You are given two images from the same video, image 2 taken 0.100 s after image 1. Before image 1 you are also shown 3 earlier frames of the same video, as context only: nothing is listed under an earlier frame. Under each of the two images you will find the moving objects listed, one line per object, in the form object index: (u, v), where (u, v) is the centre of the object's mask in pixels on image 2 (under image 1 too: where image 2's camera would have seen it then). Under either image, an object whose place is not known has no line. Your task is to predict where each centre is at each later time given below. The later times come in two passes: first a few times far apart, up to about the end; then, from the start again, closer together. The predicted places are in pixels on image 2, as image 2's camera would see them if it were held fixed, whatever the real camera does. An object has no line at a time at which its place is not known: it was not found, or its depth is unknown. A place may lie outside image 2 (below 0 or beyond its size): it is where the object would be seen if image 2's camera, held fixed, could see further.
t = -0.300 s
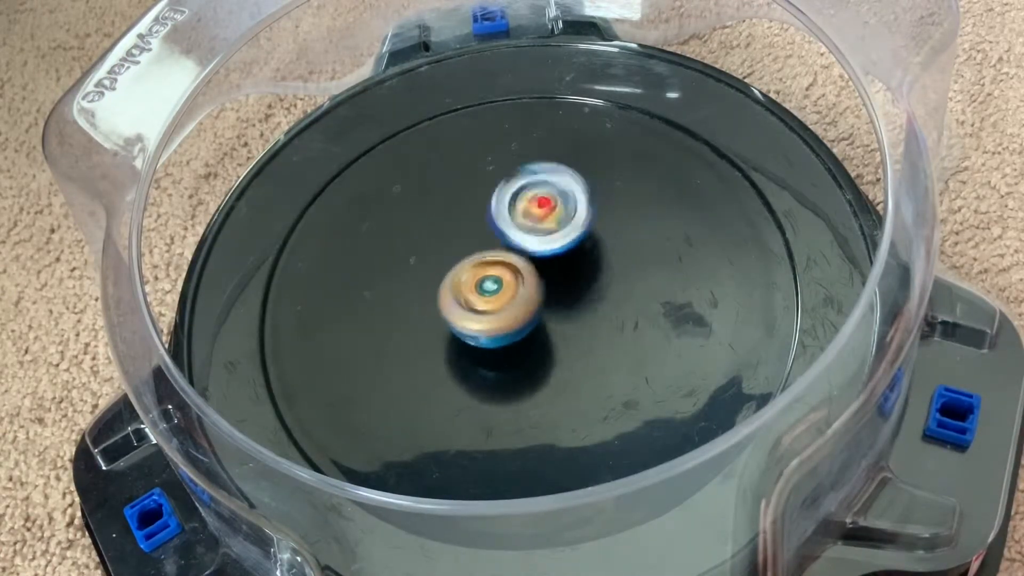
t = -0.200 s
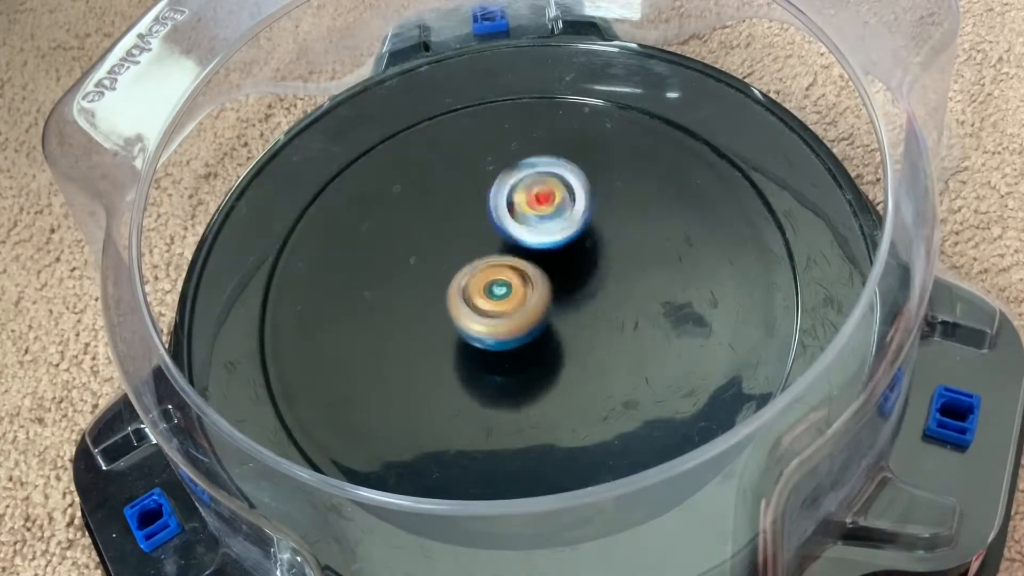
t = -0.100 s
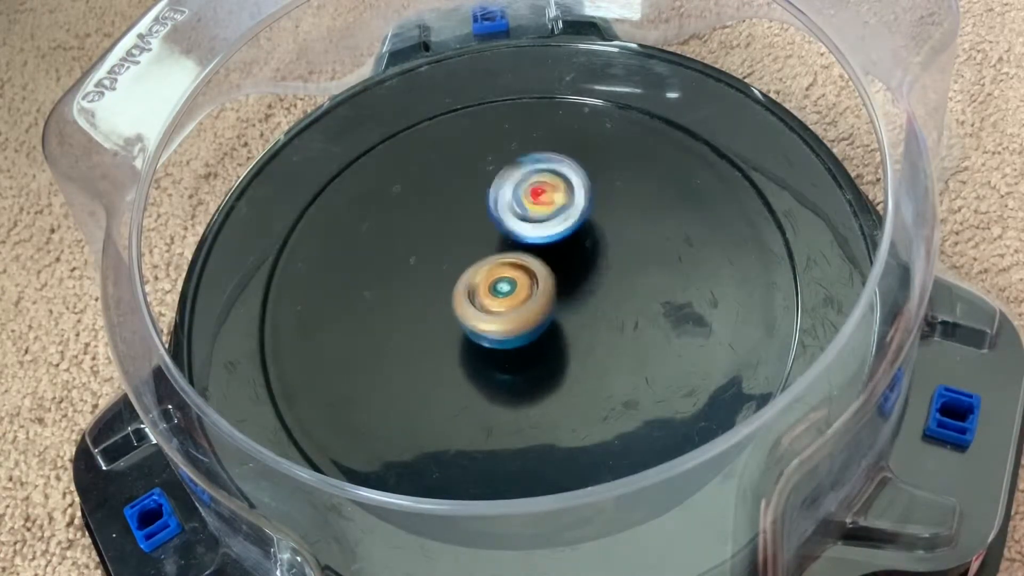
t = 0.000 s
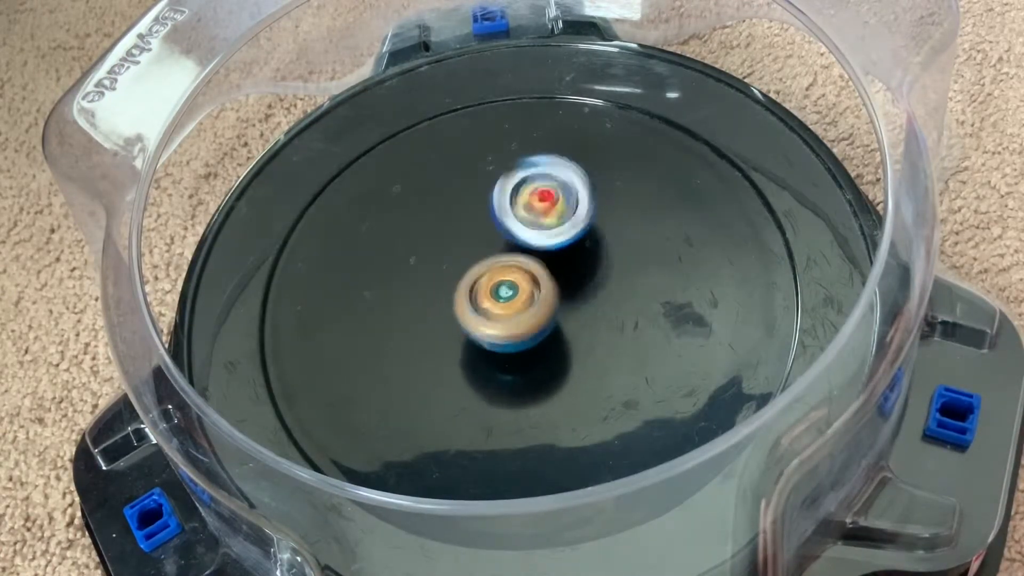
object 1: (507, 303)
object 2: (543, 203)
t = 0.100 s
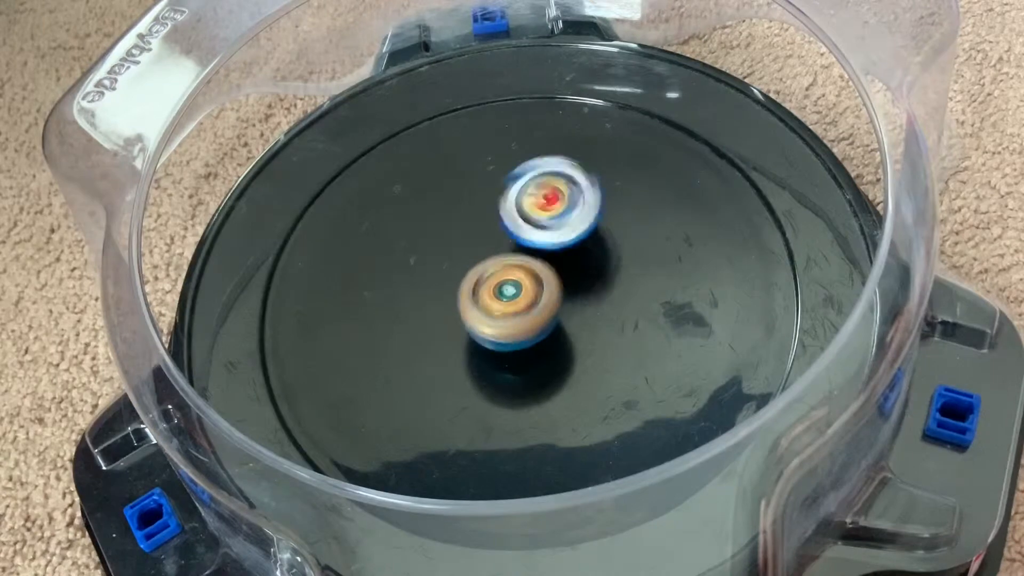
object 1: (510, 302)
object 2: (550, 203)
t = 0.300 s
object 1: (507, 316)
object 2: (568, 199)
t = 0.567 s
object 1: (514, 321)
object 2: (565, 228)
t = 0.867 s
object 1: (513, 330)
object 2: (550, 228)
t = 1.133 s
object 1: (513, 325)
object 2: (528, 223)
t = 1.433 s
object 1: (508, 336)
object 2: (535, 216)
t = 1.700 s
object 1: (503, 332)
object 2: (516, 241)
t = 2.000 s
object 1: (499, 336)
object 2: (526, 196)
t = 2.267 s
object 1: (489, 329)
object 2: (564, 240)
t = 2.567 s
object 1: (414, 364)
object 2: (571, 268)
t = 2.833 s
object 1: (477, 329)
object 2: (549, 259)
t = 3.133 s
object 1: (511, 320)
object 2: (608, 229)
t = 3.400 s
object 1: (511, 308)
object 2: (609, 257)
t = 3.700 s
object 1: (490, 311)
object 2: (591, 274)
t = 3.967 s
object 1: (488, 310)
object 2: (586, 281)
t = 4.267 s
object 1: (489, 310)
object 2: (584, 278)
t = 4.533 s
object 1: (489, 310)
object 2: (585, 279)
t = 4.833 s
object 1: (490, 310)
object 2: (584, 278)
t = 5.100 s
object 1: (490, 310)
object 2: (584, 278)
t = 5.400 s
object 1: (489, 310)
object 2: (584, 278)
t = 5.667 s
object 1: (489, 310)
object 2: (584, 278)
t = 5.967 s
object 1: (489, 310)
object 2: (584, 278)
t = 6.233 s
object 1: (489, 310)
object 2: (584, 278)
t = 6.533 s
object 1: (489, 310)
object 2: (584, 278)
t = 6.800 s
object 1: (489, 310)
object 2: (584, 278)
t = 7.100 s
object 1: (489, 310)
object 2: (584, 278)
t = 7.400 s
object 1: (490, 310)
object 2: (584, 278)
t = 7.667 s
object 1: (490, 310)
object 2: (584, 278)
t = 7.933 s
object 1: (490, 310)
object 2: (584, 278)
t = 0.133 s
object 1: (510, 301)
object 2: (552, 204)
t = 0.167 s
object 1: (511, 300)
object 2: (554, 208)
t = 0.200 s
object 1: (508, 307)
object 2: (561, 203)
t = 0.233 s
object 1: (507, 313)
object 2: (564, 203)
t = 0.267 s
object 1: (508, 316)
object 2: (564, 201)
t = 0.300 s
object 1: (507, 316)
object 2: (568, 199)
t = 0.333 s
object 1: (508, 318)
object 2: (571, 200)
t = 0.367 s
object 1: (507, 319)
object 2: (571, 201)
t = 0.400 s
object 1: (509, 320)
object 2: (573, 204)
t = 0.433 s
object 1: (510, 320)
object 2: (572, 210)
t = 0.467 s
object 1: (512, 320)
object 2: (571, 216)
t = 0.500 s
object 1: (513, 320)
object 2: (568, 221)
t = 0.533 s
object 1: (514, 319)
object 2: (566, 227)
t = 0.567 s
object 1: (514, 321)
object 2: (565, 228)
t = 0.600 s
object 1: (513, 324)
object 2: (566, 229)
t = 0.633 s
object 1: (515, 325)
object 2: (564, 232)
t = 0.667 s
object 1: (514, 326)
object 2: (563, 232)
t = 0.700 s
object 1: (513, 329)
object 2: (564, 231)
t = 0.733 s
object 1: (513, 330)
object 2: (562, 230)
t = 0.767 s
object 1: (513, 330)
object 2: (559, 227)
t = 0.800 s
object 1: (512, 330)
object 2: (557, 224)
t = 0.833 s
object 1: (512, 330)
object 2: (555, 228)
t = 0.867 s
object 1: (513, 330)
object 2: (550, 228)
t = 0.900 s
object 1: (513, 328)
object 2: (547, 231)
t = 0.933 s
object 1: (514, 329)
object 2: (543, 231)
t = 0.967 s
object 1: (514, 329)
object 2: (543, 230)
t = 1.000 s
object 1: (515, 329)
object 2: (541, 230)
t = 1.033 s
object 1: (515, 328)
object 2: (537, 226)
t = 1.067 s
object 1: (514, 327)
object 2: (537, 224)
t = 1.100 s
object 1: (514, 326)
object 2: (531, 223)
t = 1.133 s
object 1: (513, 325)
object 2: (528, 223)
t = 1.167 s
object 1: (512, 326)
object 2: (527, 224)
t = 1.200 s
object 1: (510, 333)
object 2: (532, 218)
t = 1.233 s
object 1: (510, 338)
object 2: (530, 213)
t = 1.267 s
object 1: (511, 339)
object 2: (530, 210)
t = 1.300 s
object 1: (510, 337)
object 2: (531, 208)
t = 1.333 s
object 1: (508, 337)
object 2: (533, 209)
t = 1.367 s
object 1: (507, 337)
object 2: (533, 211)
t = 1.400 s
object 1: (507, 336)
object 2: (534, 212)
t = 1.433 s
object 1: (508, 336)
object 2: (535, 216)
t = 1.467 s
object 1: (507, 334)
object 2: (533, 220)
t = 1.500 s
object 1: (506, 333)
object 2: (533, 223)
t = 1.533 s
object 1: (506, 332)
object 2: (532, 228)
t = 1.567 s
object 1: (505, 330)
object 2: (529, 234)
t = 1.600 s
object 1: (504, 328)
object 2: (527, 238)
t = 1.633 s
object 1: (503, 326)
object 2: (522, 241)
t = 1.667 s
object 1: (502, 330)
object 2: (519, 241)
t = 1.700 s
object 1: (503, 332)
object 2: (516, 241)
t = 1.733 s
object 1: (503, 331)
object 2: (514, 240)
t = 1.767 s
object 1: (502, 330)
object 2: (513, 239)
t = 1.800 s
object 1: (500, 332)
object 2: (512, 238)
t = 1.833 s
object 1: (497, 339)
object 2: (517, 229)
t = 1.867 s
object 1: (498, 343)
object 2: (516, 217)
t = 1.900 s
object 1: (501, 342)
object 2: (519, 208)
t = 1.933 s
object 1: (502, 340)
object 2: (519, 201)
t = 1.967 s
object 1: (501, 338)
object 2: (522, 195)
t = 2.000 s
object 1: (499, 336)
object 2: (526, 196)
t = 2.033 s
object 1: (499, 335)
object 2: (531, 195)
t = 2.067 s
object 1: (497, 336)
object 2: (535, 199)
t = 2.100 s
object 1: (496, 335)
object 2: (540, 199)
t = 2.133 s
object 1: (495, 334)
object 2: (546, 206)
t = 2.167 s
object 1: (494, 333)
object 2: (550, 210)
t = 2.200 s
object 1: (493, 331)
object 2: (556, 218)
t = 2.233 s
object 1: (491, 329)
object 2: (559, 228)
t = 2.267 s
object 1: (489, 329)
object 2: (564, 240)
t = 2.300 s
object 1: (489, 329)
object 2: (565, 255)
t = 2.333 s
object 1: (480, 334)
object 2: (570, 258)
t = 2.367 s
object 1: (463, 344)
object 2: (581, 256)
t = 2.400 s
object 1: (448, 350)
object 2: (587, 257)
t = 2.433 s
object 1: (432, 354)
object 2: (587, 261)
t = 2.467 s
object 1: (423, 358)
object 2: (584, 265)
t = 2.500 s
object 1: (416, 360)
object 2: (579, 266)
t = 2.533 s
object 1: (414, 362)
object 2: (575, 267)
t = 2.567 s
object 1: (414, 364)
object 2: (571, 268)
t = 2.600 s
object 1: (416, 361)
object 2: (566, 268)
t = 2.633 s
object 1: (418, 357)
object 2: (560, 268)
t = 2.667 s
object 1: (423, 354)
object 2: (556, 268)
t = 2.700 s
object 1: (430, 350)
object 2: (552, 266)
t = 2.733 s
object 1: (438, 347)
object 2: (548, 264)
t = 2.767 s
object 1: (448, 342)
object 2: (546, 262)
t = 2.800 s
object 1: (462, 335)
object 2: (546, 261)
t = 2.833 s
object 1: (477, 329)
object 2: (549, 259)
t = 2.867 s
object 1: (478, 332)
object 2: (560, 250)
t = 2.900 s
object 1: (481, 334)
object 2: (569, 240)
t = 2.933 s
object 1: (484, 335)
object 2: (577, 232)
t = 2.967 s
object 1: (487, 336)
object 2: (586, 226)
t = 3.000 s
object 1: (492, 335)
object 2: (592, 222)
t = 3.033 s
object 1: (498, 333)
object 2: (601, 221)
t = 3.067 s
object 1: (504, 330)
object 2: (605, 223)
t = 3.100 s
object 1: (509, 324)
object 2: (607, 226)
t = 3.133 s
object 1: (511, 320)
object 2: (608, 229)
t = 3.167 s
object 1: (514, 317)
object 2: (611, 235)
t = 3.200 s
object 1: (519, 314)
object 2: (610, 241)
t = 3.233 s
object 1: (522, 311)
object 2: (608, 248)
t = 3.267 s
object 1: (519, 310)
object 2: (607, 252)
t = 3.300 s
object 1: (513, 312)
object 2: (609, 252)
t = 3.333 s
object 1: (512, 310)
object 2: (610, 252)
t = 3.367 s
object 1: (511, 309)
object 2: (610, 253)
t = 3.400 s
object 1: (511, 308)
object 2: (609, 257)
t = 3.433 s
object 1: (513, 309)
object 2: (606, 262)
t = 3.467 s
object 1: (510, 309)
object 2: (602, 267)
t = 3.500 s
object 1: (506, 308)
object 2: (602, 268)
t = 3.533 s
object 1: (505, 307)
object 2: (600, 270)
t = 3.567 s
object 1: (502, 307)
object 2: (597, 268)
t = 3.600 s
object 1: (497, 306)
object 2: (595, 269)
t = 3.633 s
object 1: (496, 308)
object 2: (593, 271)
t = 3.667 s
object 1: (495, 309)
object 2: (594, 271)
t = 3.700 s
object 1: (490, 311)
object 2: (591, 274)
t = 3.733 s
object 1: (492, 312)
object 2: (587, 277)
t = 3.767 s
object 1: (489, 313)
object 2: (587, 280)
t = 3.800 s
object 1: (488, 313)
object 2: (586, 281)
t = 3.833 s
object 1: (488, 313)
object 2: (586, 281)
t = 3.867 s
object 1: (488, 313)
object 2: (586, 282)
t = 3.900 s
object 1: (488, 312)
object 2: (586, 282)
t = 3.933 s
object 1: (488, 311)
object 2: (586, 282)
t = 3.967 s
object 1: (488, 310)
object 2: (586, 281)
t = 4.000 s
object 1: (488, 309)
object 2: (585, 280)
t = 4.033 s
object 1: (488, 309)
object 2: (585, 279)
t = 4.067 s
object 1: (488, 309)
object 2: (584, 278)
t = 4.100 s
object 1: (488, 309)
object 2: (583, 278)
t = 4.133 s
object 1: (489, 310)
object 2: (583, 277)
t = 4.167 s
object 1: (490, 311)
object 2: (583, 277)
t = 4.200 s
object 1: (490, 311)
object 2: (583, 277)
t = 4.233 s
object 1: (490, 311)
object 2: (584, 278)
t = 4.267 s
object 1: (489, 310)
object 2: (584, 278)
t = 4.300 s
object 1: (489, 309)
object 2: (584, 279)
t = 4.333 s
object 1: (488, 309)
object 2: (585, 279)
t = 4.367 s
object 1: (488, 309)
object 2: (585, 280)
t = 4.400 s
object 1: (488, 309)
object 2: (585, 280)
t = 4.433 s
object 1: (489, 310)
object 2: (585, 280)
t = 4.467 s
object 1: (490, 310)
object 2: (585, 280)
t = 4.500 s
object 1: (490, 310)
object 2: (585, 280)
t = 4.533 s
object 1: (489, 310)
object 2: (585, 279)
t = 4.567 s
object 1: (489, 310)
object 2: (585, 279)
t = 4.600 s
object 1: (489, 310)
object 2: (584, 279)
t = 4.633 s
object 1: (489, 310)
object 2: (584, 278)
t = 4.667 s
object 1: (489, 310)
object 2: (584, 278)
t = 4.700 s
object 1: (489, 310)
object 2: (583, 278)
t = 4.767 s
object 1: (489, 310)
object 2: (584, 278)
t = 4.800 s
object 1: (490, 310)
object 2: (584, 278)
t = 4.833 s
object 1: (490, 310)
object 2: (584, 278)
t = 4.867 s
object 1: (489, 310)
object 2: (584, 278)
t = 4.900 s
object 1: (489, 310)
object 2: (584, 279)
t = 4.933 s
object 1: (489, 310)
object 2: (584, 278)
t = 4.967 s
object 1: (489, 310)
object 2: (584, 278)
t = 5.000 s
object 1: (489, 310)
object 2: (584, 278)
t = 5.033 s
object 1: (489, 310)
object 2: (584, 278)
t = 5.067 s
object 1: (490, 310)
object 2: (584, 278)
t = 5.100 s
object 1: (490, 310)
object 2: (584, 278)
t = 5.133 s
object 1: (490, 310)
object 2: (584, 278)
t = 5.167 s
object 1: (490, 310)
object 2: (584, 278)
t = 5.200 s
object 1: (490, 310)
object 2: (584, 278)
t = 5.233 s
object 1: (490, 310)
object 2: (584, 278)
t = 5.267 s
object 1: (489, 310)
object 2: (584, 278)
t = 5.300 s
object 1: (489, 310)
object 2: (584, 278)
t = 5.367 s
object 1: (489, 310)
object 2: (584, 278)
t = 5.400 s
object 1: (489, 310)
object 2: (584, 278)
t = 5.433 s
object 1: (489, 310)
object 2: (584, 278)
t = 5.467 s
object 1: (489, 310)
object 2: (584, 278)
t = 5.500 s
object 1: (489, 310)
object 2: (584, 278)
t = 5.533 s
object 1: (489, 310)
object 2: (584, 278)
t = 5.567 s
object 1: (489, 310)
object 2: (584, 278)
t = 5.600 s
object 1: (489, 310)
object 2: (584, 278)
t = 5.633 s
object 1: (489, 310)
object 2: (584, 278)
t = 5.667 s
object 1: (489, 310)
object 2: (584, 278)
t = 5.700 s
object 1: (489, 310)
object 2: (584, 278)
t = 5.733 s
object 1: (489, 310)
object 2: (584, 278)
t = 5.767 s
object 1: (489, 310)
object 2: (584, 278)
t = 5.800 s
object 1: (489, 310)
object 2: (584, 278)
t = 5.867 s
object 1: (489, 310)
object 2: (584, 278)
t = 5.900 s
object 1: (489, 310)
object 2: (584, 278)
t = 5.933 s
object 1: (489, 310)
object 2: (584, 278)
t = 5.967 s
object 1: (489, 310)
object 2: (584, 278)
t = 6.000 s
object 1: (489, 310)
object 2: (584, 278)
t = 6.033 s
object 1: (489, 310)
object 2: (584, 278)
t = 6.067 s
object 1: (489, 310)
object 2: (584, 278)
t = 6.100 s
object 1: (489, 310)
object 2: (584, 278)
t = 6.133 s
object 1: (489, 310)
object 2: (584, 278)
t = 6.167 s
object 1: (490, 310)
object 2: (584, 278)
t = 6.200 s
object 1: (489, 310)
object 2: (584, 278)
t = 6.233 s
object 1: (489, 310)
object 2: (584, 278)
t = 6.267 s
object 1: (489, 310)
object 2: (584, 278)
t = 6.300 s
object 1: (489, 310)
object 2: (584, 278)
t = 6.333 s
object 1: (489, 310)
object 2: (584, 278)
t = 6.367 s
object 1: (489, 310)
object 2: (584, 278)
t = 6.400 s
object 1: (489, 310)
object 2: (584, 278)
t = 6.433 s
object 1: (489, 310)
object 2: (584, 278)
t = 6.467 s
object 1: (489, 310)
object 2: (584, 278)
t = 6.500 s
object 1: (489, 310)
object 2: (584, 278)
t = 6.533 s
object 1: (489, 310)
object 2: (584, 278)
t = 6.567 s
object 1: (489, 310)
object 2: (584, 278)
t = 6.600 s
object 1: (489, 310)
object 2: (584, 278)
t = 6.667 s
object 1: (489, 310)
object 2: (584, 278)
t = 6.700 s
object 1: (489, 310)
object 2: (584, 278)
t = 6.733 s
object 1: (489, 310)
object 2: (584, 278)
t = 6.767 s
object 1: (489, 310)
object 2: (584, 278)
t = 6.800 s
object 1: (489, 310)
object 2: (584, 278)
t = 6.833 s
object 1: (489, 310)
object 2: (584, 278)
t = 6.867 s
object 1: (489, 310)
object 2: (584, 278)
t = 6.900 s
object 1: (489, 310)
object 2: (584, 278)
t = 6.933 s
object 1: (489, 310)
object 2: (584, 278)
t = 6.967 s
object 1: (489, 310)
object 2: (584, 278)
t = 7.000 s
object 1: (489, 310)
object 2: (584, 278)
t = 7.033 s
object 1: (489, 310)
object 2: (584, 278)
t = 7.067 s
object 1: (489, 310)
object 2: (584, 278)
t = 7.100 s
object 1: (489, 310)
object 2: (584, 278)
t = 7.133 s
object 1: (490, 310)
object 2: (584, 278)
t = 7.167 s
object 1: (490, 310)
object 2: (584, 278)
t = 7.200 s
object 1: (489, 310)
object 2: (584, 278)
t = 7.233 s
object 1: (489, 310)
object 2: (584, 278)
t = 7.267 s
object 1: (489, 310)
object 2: (584, 278)
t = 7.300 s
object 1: (489, 310)
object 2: (584, 278)
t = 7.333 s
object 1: (489, 310)
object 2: (584, 278)
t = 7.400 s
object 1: (490, 310)
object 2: (584, 278)
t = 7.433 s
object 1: (489, 310)
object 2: (584, 278)
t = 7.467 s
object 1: (489, 310)
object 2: (584, 278)
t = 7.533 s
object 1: (489, 310)
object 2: (584, 278)
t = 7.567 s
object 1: (490, 310)
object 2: (584, 278)
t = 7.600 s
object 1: (490, 310)
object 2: (584, 278)
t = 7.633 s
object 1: (490, 310)
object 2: (584, 278)
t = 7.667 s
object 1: (490, 310)
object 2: (584, 278)
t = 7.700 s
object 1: (490, 310)
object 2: (584, 278)
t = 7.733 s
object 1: (490, 310)
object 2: (584, 278)
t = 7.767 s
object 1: (490, 310)
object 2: (584, 278)
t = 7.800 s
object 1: (490, 310)
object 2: (584, 278)
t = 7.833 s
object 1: (490, 310)
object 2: (584, 278)
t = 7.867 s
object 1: (490, 310)
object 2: (584, 278)
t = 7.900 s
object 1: (490, 310)
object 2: (584, 278)
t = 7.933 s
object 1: (490, 310)
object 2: (584, 278)
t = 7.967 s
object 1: (490, 311)
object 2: (585, 278)
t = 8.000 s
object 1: (490, 311)
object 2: (585, 278)
